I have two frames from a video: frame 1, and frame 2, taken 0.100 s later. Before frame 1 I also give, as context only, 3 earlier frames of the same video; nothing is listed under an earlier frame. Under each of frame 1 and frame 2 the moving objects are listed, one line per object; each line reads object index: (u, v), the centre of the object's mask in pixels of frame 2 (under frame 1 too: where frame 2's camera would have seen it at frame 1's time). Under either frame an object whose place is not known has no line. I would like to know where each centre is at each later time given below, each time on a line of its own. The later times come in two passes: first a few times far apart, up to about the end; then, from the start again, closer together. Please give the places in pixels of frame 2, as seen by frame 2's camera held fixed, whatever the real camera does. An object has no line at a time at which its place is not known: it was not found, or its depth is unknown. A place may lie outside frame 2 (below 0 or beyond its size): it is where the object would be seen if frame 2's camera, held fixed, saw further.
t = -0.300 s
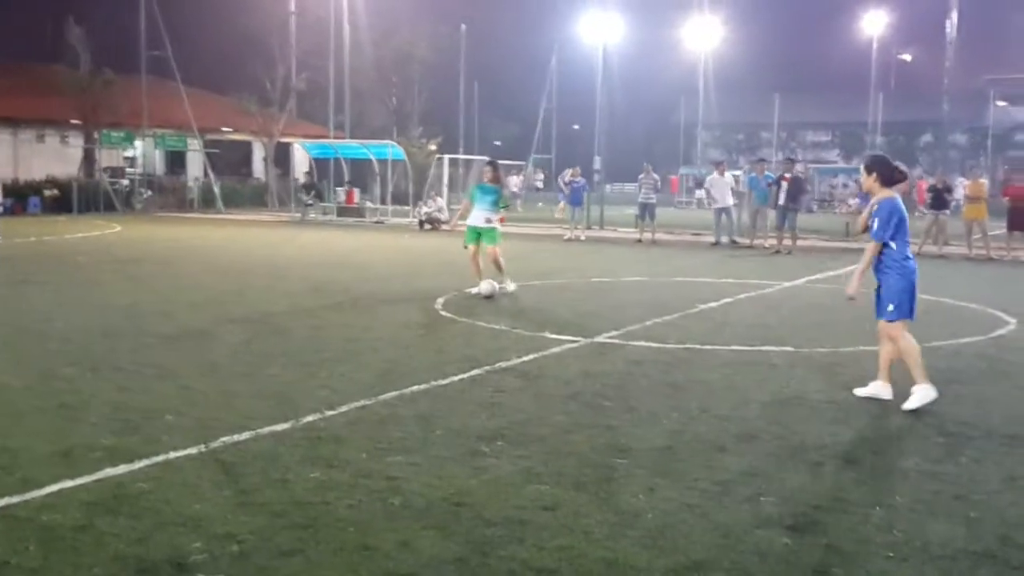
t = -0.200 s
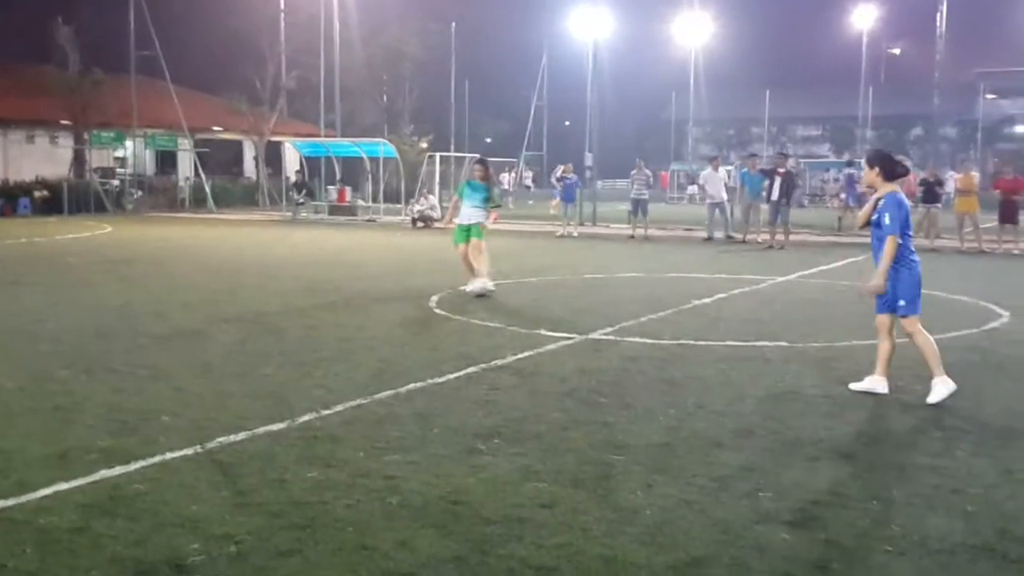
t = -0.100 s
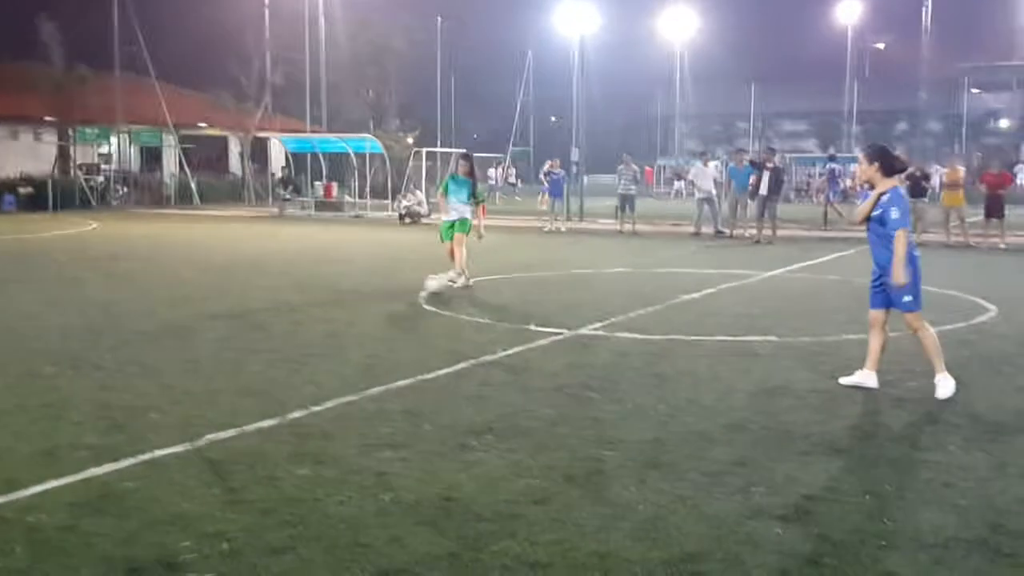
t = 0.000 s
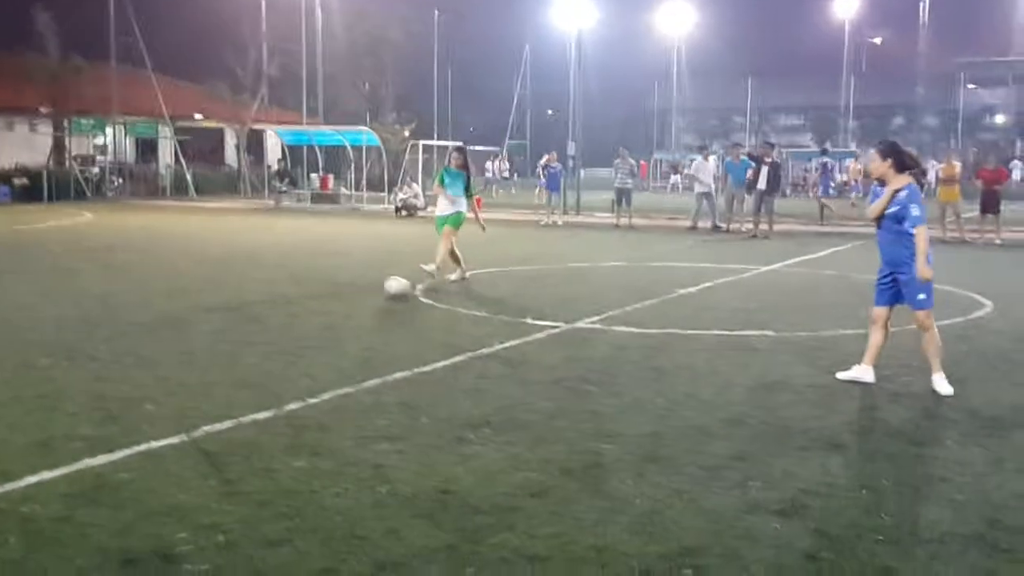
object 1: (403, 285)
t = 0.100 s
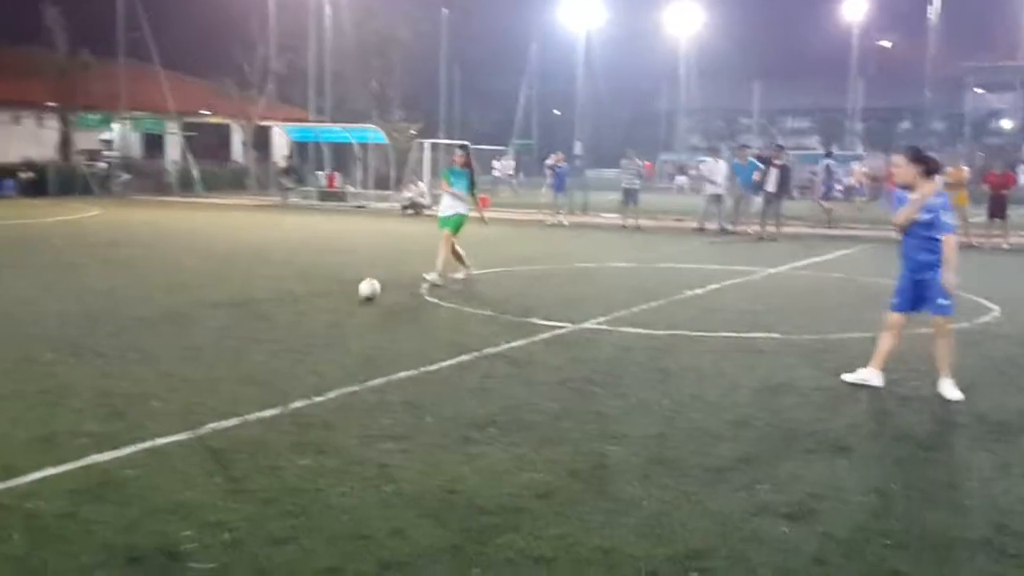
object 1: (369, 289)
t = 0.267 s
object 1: (317, 295)
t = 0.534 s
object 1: (244, 305)
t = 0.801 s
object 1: (169, 316)
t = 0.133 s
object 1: (358, 290)
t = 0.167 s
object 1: (347, 292)
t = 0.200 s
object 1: (337, 293)
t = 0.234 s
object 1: (327, 294)
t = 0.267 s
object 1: (317, 295)
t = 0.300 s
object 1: (307, 297)
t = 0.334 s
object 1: (298, 298)
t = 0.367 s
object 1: (289, 299)
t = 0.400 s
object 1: (280, 301)
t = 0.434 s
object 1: (271, 301)
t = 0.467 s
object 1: (263, 302)
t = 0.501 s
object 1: (253, 303)
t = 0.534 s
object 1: (244, 305)
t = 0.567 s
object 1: (235, 306)
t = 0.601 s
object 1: (225, 307)
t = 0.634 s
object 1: (217, 308)
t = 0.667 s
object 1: (208, 309)
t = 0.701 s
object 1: (199, 311)
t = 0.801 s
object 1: (169, 316)
